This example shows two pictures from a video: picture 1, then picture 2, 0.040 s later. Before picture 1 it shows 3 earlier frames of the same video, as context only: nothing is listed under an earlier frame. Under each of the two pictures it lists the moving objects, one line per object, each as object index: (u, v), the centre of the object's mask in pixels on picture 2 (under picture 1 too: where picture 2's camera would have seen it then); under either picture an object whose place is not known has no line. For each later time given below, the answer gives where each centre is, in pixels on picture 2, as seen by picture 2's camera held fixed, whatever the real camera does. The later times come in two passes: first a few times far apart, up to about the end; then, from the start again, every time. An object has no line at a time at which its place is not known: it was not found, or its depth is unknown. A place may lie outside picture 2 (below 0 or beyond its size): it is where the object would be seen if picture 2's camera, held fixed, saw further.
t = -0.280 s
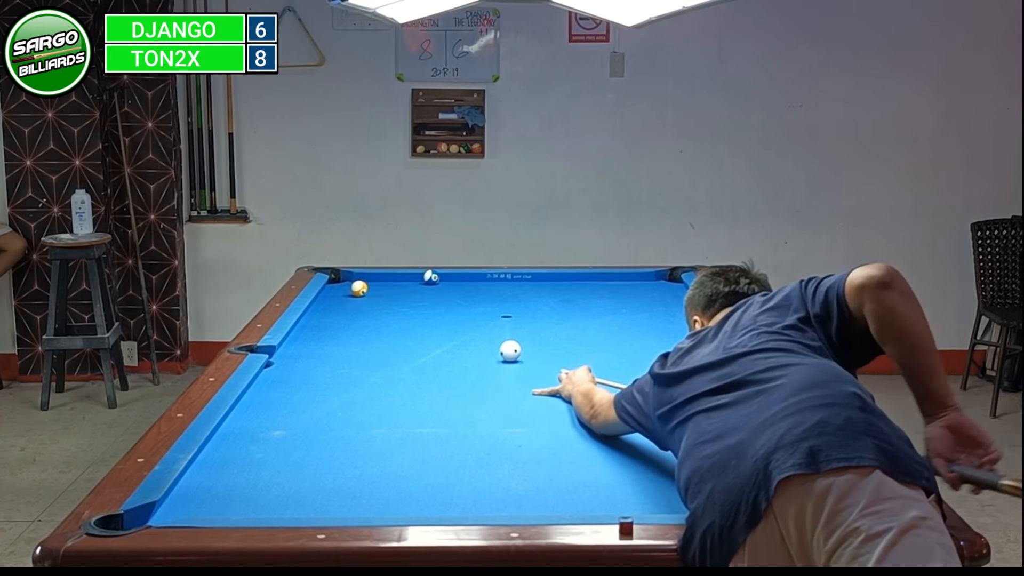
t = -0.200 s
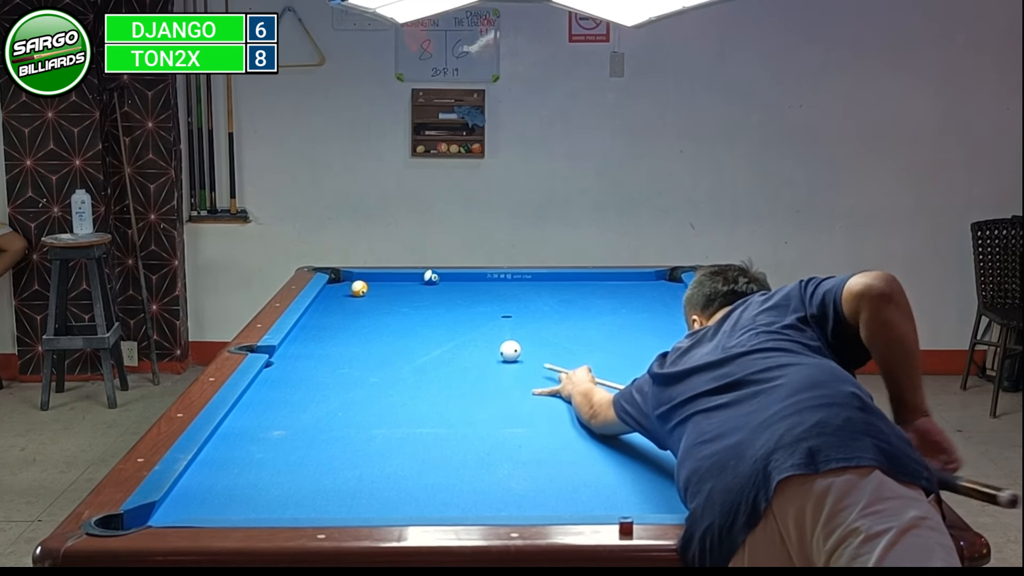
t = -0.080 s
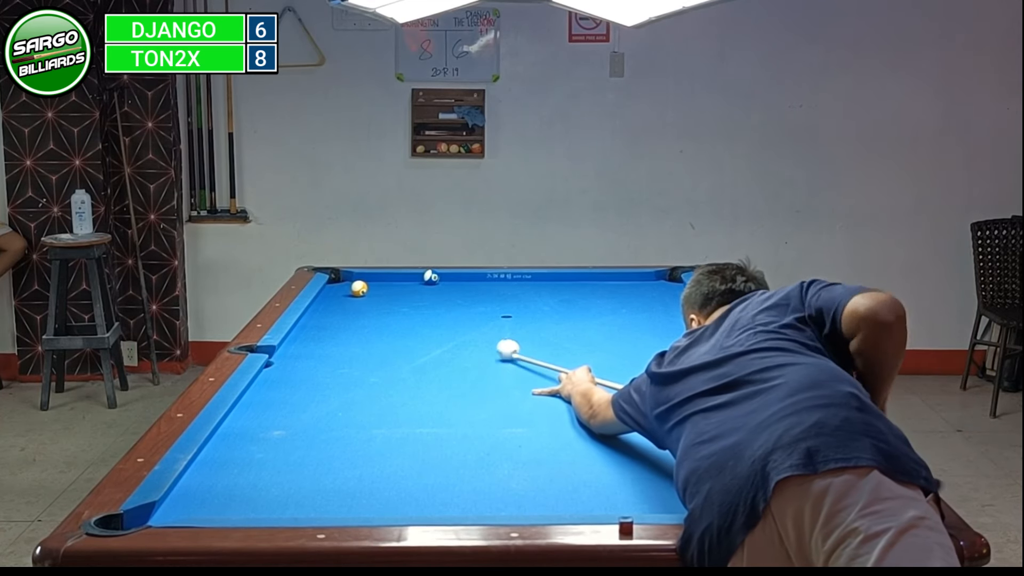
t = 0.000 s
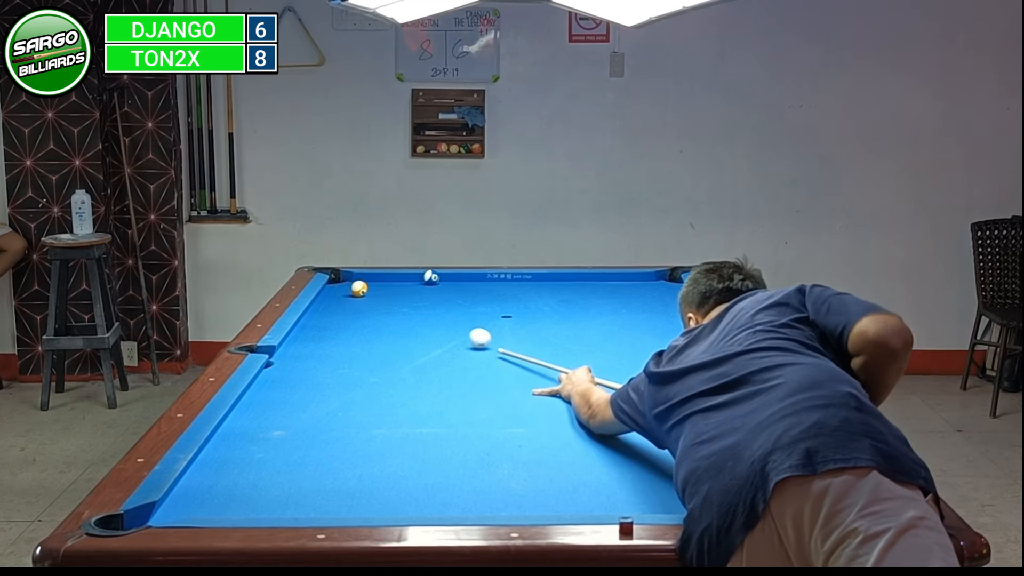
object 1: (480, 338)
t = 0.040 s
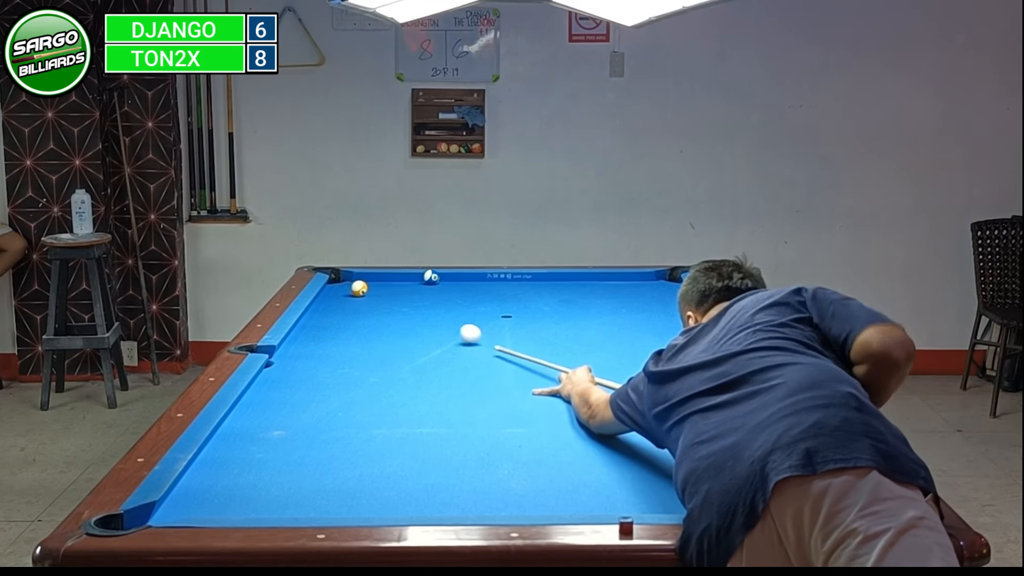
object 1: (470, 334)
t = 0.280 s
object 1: (418, 313)
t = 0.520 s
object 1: (380, 298)
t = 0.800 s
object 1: (357, 291)
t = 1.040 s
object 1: (344, 288)
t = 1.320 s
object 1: (333, 286)
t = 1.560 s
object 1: (339, 285)
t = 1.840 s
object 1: (346, 283)
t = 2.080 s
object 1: (350, 283)
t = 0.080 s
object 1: (461, 330)
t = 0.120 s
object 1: (448, 325)
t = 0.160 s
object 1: (441, 322)
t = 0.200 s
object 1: (430, 318)
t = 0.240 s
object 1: (424, 315)
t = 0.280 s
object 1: (418, 313)
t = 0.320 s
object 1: (410, 310)
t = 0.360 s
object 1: (405, 308)
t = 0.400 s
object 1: (400, 306)
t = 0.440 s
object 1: (392, 302)
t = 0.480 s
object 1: (387, 301)
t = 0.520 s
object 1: (380, 298)
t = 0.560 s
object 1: (376, 296)
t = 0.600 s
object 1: (371, 294)
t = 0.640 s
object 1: (364, 292)
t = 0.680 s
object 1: (362, 291)
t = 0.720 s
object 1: (361, 291)
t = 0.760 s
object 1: (358, 291)
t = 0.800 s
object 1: (357, 291)
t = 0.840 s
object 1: (354, 290)
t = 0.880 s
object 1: (352, 290)
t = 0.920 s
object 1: (350, 289)
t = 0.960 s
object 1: (347, 289)
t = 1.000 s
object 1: (345, 289)
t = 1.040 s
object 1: (344, 288)
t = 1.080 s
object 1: (341, 288)
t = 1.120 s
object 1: (340, 287)
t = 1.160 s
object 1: (337, 287)
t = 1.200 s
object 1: (335, 286)
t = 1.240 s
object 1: (334, 286)
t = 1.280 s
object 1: (332, 286)
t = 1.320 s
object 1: (333, 286)
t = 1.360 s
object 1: (334, 286)
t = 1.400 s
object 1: (335, 285)
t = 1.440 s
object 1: (336, 285)
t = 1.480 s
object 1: (338, 285)
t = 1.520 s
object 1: (338, 285)
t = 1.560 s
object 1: (339, 285)
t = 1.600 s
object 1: (341, 284)
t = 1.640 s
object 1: (341, 284)
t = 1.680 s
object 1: (342, 284)
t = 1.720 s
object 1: (343, 284)
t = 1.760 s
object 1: (344, 284)
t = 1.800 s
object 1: (345, 284)
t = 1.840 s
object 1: (346, 283)
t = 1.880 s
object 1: (346, 284)
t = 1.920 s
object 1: (349, 282)
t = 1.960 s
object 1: (348, 283)
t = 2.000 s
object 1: (349, 283)
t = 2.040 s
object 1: (350, 283)
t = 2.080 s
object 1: (350, 283)
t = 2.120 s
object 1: (351, 282)
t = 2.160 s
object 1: (352, 282)
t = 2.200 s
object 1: (352, 282)
